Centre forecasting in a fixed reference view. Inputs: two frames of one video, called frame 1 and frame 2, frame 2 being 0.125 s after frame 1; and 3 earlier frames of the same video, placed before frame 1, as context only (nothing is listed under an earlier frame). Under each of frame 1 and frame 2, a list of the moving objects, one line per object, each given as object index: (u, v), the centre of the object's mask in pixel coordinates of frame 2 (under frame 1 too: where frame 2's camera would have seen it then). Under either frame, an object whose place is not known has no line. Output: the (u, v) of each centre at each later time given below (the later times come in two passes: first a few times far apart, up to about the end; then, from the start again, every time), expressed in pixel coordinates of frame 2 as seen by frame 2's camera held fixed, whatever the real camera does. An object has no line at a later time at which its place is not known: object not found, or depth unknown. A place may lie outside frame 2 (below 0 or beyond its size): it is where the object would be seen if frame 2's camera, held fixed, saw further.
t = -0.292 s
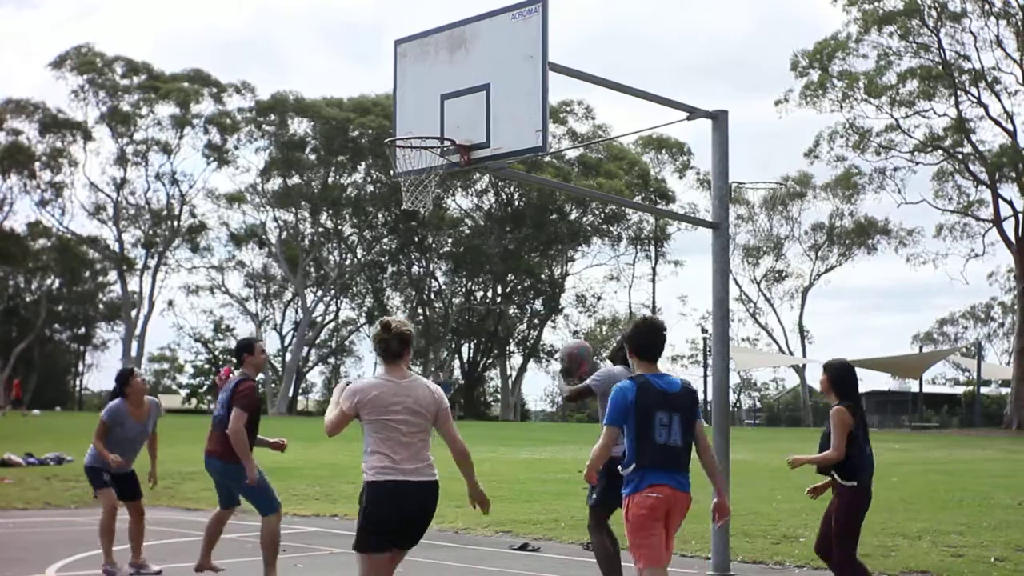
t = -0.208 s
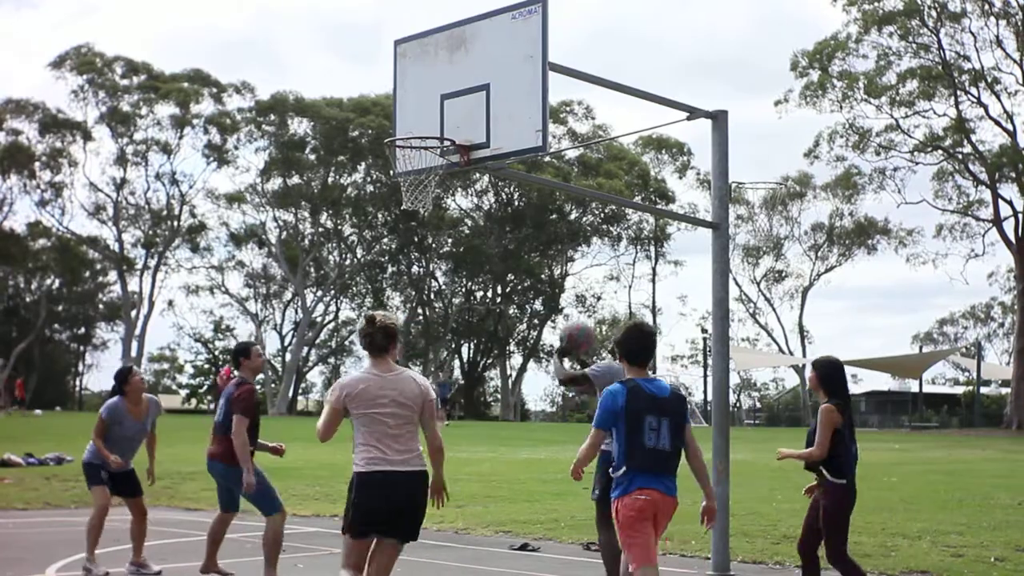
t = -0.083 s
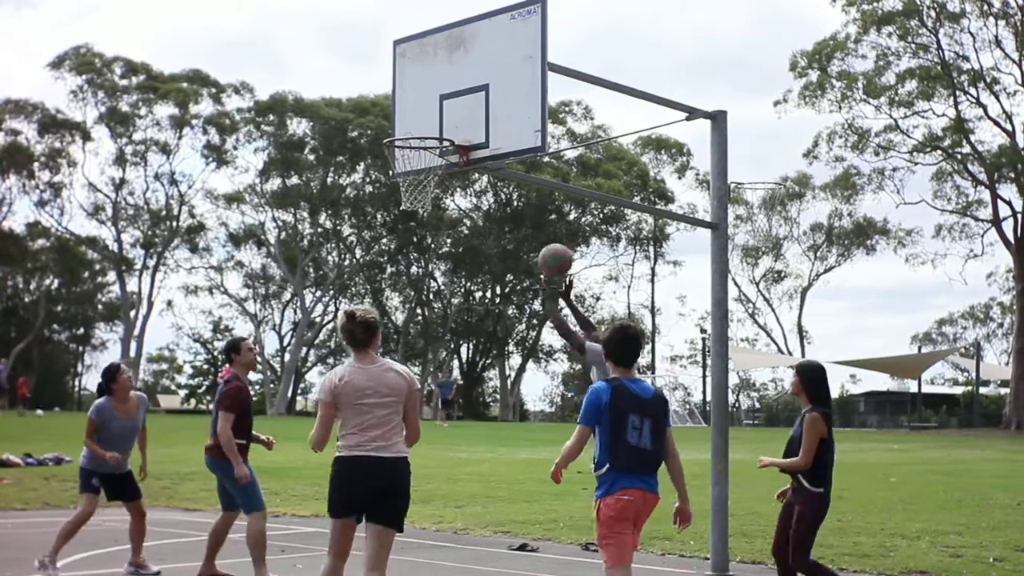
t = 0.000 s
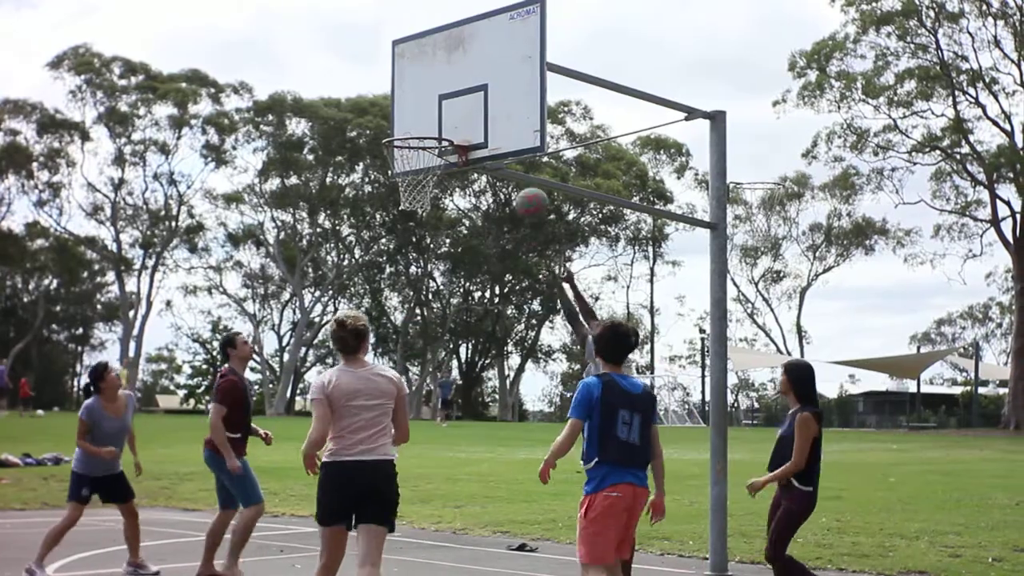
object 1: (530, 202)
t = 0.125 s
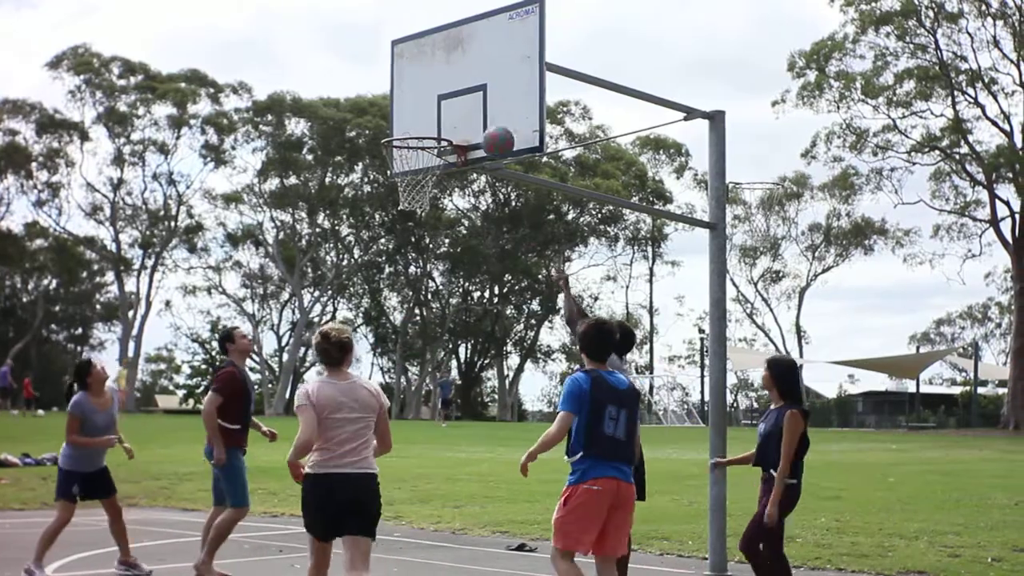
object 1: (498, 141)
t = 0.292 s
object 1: (455, 97)
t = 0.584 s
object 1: (384, 114)
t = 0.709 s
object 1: (353, 158)
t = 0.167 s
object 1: (487, 127)
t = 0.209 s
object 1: (477, 115)
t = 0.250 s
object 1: (466, 105)
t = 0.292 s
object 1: (455, 97)
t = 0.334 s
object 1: (445, 92)
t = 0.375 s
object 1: (434, 90)
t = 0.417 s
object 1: (424, 91)
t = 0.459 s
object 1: (414, 93)
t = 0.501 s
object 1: (404, 99)
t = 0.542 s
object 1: (394, 105)
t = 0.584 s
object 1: (384, 114)
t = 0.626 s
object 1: (372, 124)
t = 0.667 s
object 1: (362, 140)
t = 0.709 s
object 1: (353, 158)
